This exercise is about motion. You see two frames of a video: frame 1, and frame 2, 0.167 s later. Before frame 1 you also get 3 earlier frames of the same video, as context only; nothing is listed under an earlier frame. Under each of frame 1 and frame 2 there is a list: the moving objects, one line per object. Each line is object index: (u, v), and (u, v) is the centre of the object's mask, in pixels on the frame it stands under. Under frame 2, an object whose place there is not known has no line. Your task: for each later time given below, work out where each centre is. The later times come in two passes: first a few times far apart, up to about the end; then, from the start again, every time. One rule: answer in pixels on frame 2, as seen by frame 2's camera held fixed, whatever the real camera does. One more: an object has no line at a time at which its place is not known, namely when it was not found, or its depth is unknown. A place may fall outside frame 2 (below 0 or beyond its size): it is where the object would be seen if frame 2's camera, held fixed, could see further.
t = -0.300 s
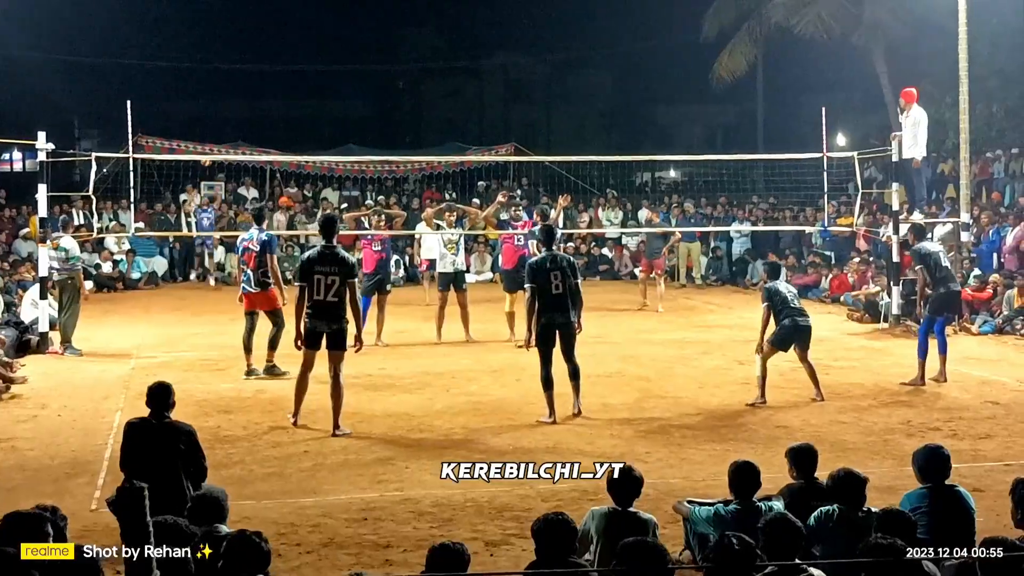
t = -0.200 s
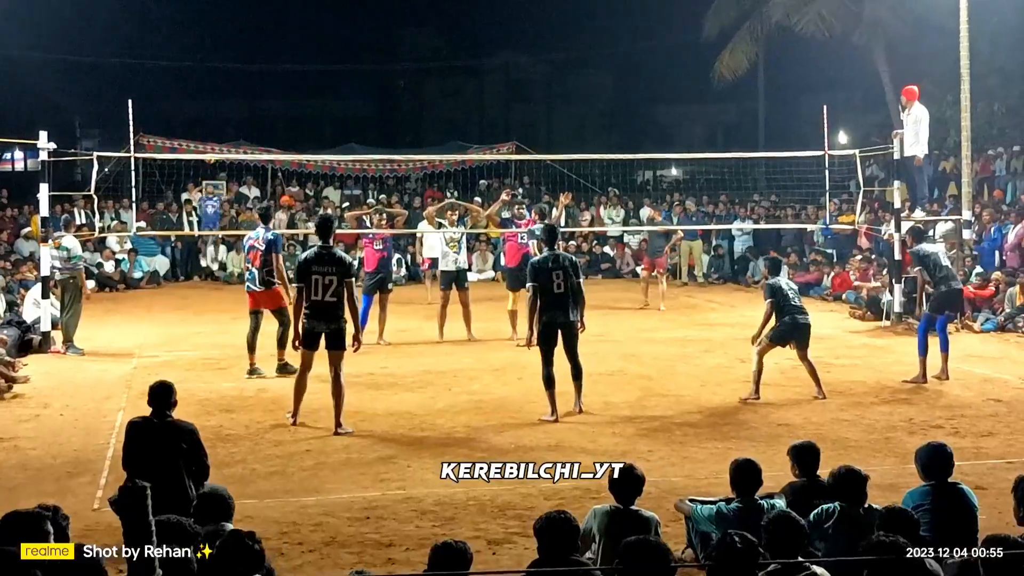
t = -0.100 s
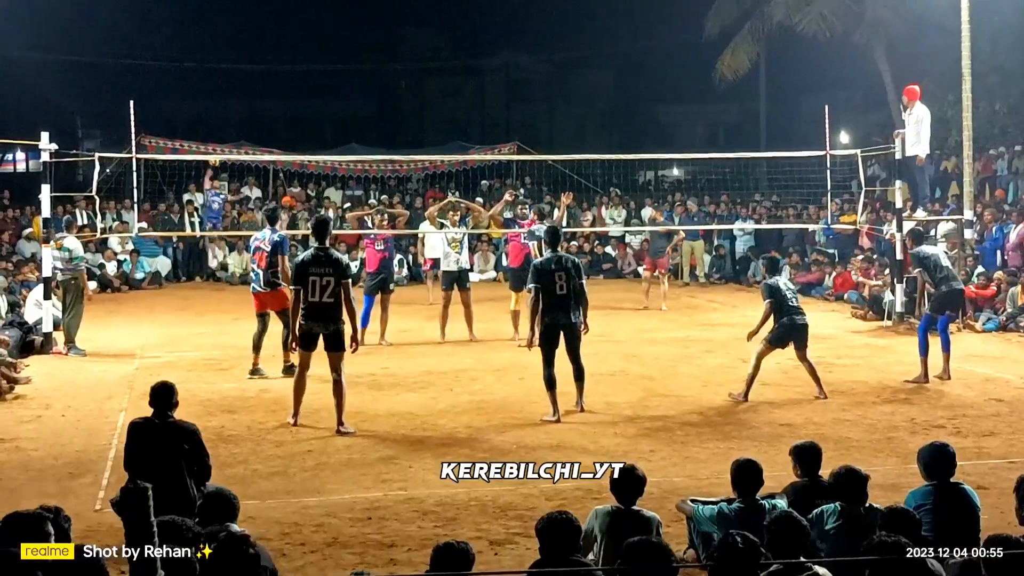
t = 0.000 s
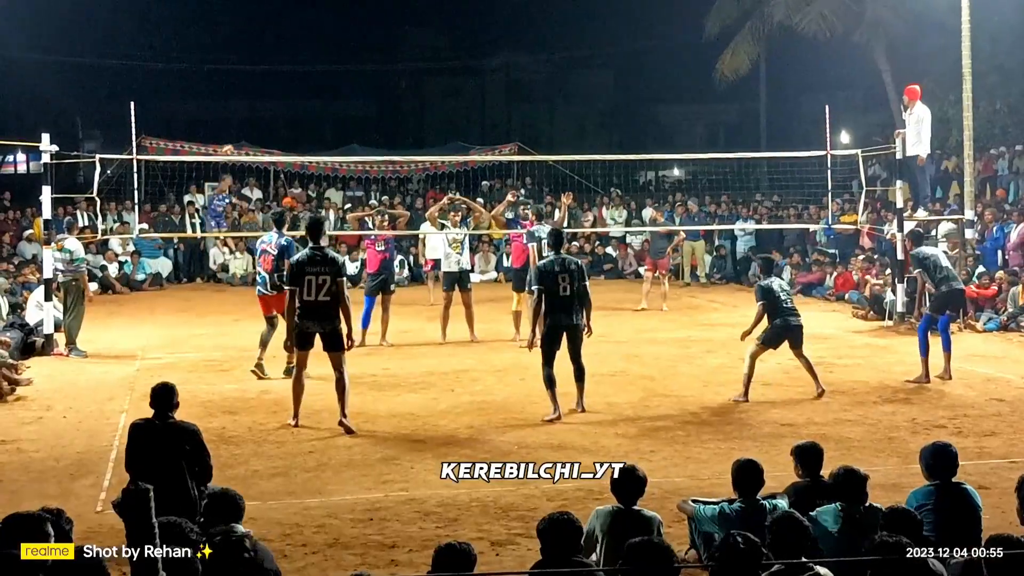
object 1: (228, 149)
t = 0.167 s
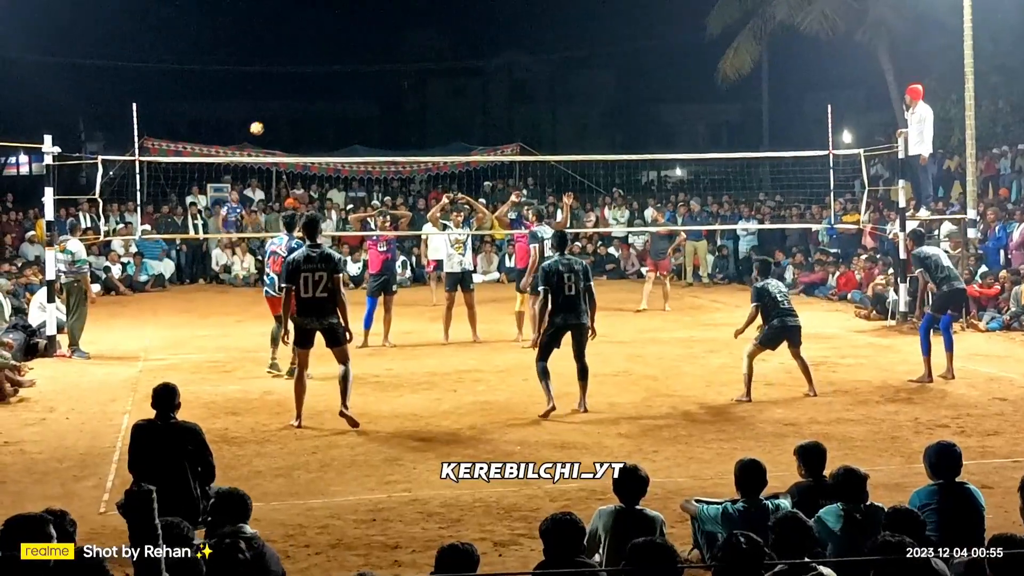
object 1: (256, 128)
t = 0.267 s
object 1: (272, 120)
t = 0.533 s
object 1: (322, 127)
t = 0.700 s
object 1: (359, 167)
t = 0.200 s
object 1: (261, 125)
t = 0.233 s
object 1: (266, 122)
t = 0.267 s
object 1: (272, 120)
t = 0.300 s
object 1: (277, 118)
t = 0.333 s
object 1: (283, 117)
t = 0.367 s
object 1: (289, 116)
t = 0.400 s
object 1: (295, 116)
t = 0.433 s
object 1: (301, 117)
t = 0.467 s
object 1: (308, 119)
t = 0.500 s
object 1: (315, 122)
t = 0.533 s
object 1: (322, 127)
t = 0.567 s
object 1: (329, 132)
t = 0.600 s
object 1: (336, 139)
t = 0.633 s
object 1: (343, 146)
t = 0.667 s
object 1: (351, 155)
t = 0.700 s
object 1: (359, 167)
